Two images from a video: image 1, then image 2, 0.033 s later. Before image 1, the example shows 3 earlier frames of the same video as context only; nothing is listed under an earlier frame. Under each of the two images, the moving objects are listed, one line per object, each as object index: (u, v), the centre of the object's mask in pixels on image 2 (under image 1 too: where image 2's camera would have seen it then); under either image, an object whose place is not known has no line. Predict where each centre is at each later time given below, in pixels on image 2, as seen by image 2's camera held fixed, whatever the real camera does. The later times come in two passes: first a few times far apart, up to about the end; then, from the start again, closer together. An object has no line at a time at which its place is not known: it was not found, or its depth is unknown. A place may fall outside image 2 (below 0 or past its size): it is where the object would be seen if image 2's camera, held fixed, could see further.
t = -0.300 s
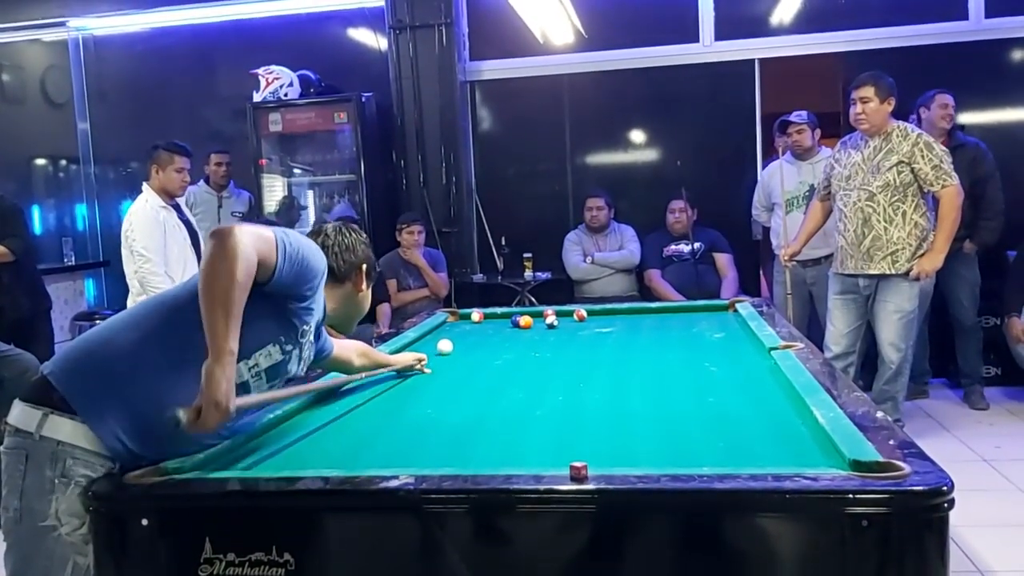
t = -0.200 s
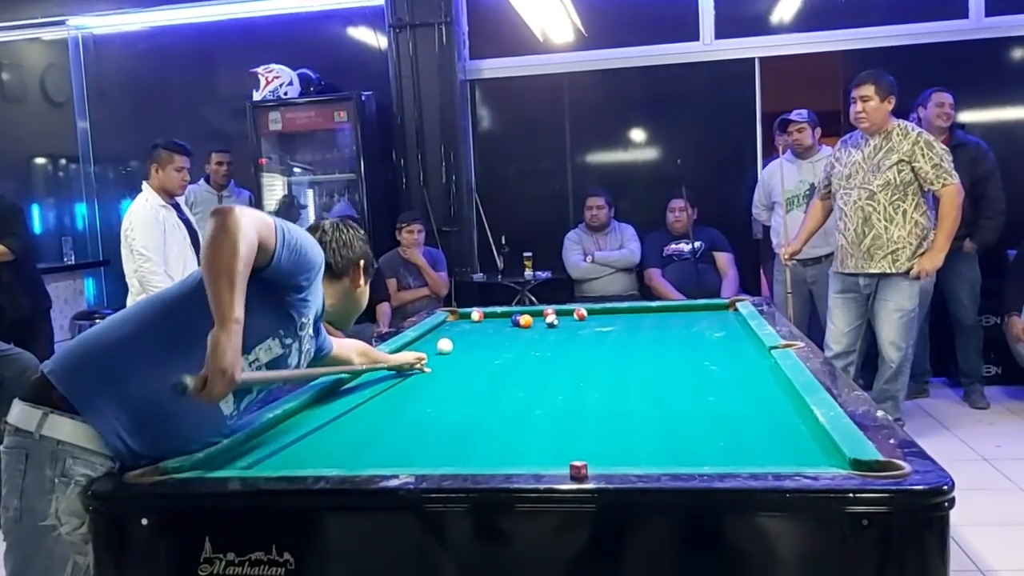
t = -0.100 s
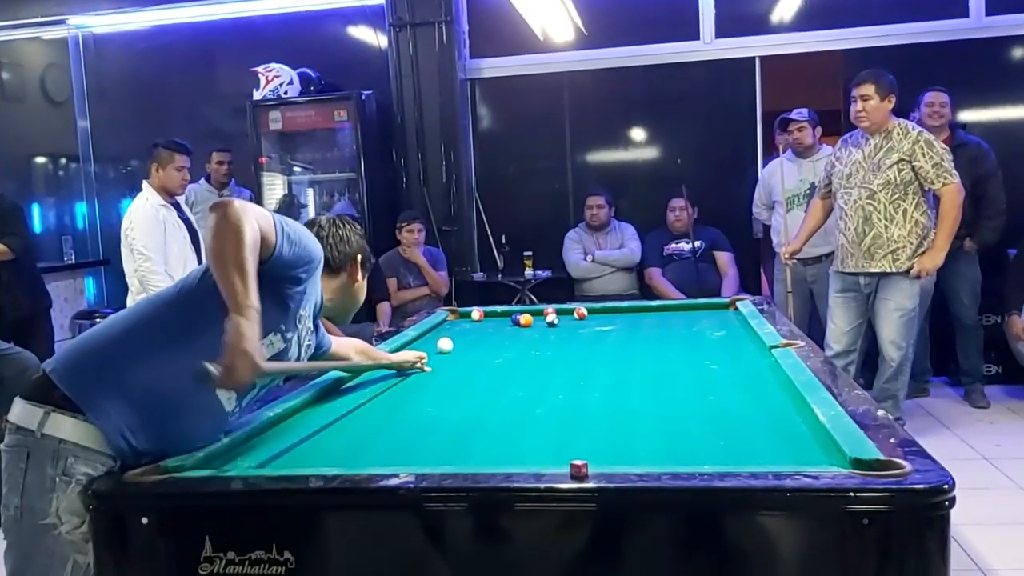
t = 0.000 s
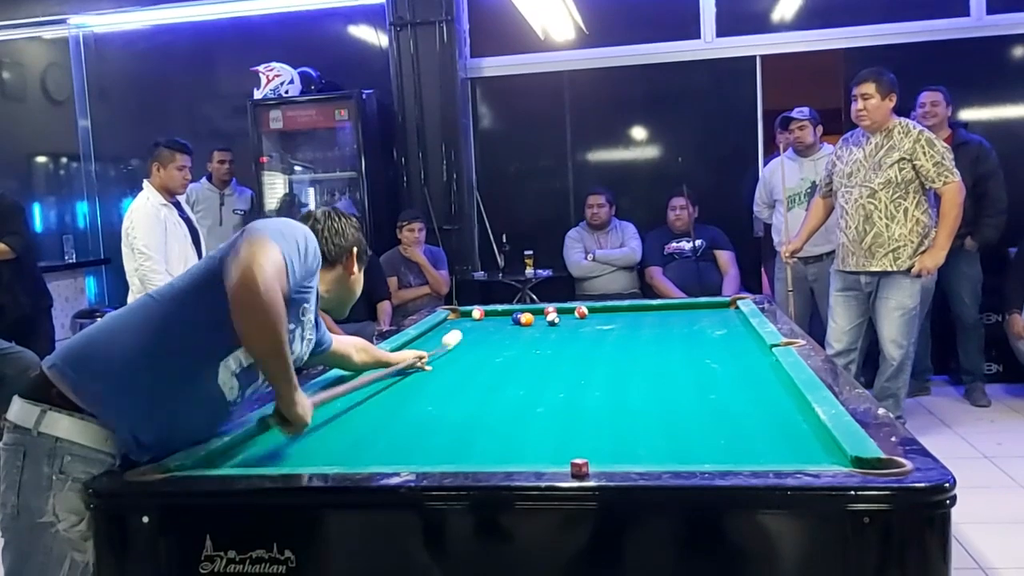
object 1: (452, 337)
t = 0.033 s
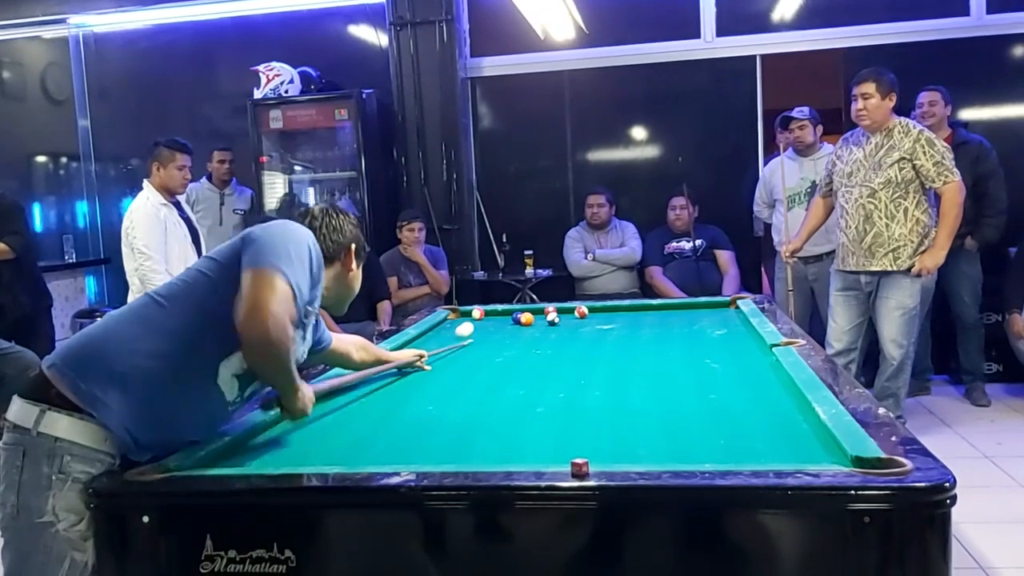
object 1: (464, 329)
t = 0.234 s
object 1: (539, 313)
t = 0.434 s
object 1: (500, 328)
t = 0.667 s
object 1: (452, 349)
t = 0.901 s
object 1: (391, 373)
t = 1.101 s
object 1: (326, 398)
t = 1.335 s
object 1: (272, 432)
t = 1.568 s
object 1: (225, 462)
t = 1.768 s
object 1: (247, 445)
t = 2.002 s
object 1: (277, 424)
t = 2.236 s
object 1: (308, 409)
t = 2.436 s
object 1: (332, 398)
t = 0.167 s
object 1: (516, 308)
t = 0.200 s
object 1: (527, 309)
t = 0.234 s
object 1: (539, 313)
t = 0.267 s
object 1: (537, 313)
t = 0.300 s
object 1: (529, 314)
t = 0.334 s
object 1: (520, 318)
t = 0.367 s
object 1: (513, 325)
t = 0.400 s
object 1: (506, 327)
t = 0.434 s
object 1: (500, 328)
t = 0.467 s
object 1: (493, 333)
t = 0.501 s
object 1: (487, 335)
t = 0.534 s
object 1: (480, 338)
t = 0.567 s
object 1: (473, 341)
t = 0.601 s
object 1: (466, 343)
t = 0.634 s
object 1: (459, 347)
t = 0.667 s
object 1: (452, 349)
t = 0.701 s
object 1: (444, 352)
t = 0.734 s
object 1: (436, 355)
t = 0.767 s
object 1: (428, 359)
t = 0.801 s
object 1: (419, 362)
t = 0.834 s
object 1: (411, 365)
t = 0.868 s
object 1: (402, 369)
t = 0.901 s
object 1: (391, 373)
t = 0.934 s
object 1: (382, 377)
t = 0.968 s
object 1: (372, 380)
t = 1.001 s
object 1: (361, 385)
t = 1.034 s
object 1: (349, 389)
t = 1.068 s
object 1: (337, 394)
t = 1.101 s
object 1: (326, 398)
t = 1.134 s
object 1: (314, 403)
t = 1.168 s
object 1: (302, 408)
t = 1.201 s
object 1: (296, 413)
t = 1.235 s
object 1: (290, 417)
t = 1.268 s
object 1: (285, 422)
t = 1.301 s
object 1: (278, 427)
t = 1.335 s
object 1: (272, 432)
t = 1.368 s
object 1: (265, 437)
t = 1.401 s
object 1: (258, 443)
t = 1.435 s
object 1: (251, 448)
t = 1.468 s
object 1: (243, 453)
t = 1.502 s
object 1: (236, 458)
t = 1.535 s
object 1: (228, 461)
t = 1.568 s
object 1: (225, 462)
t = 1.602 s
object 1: (229, 460)
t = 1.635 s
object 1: (233, 457)
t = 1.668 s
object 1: (237, 455)
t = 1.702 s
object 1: (241, 451)
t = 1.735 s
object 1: (244, 448)
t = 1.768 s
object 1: (247, 445)
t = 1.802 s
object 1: (250, 441)
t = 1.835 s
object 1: (254, 438)
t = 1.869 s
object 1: (257, 435)
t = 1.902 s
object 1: (262, 432)
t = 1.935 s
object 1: (267, 430)
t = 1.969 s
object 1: (272, 427)
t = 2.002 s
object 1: (277, 424)
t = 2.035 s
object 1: (282, 422)
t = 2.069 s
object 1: (287, 420)
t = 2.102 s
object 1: (292, 418)
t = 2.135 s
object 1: (296, 415)
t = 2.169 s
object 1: (300, 413)
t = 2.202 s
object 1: (304, 411)
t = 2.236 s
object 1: (308, 409)
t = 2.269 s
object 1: (313, 407)
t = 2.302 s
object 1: (316, 405)
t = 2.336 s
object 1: (320, 403)
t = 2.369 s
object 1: (324, 401)
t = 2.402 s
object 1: (328, 399)
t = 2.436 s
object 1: (332, 398)
